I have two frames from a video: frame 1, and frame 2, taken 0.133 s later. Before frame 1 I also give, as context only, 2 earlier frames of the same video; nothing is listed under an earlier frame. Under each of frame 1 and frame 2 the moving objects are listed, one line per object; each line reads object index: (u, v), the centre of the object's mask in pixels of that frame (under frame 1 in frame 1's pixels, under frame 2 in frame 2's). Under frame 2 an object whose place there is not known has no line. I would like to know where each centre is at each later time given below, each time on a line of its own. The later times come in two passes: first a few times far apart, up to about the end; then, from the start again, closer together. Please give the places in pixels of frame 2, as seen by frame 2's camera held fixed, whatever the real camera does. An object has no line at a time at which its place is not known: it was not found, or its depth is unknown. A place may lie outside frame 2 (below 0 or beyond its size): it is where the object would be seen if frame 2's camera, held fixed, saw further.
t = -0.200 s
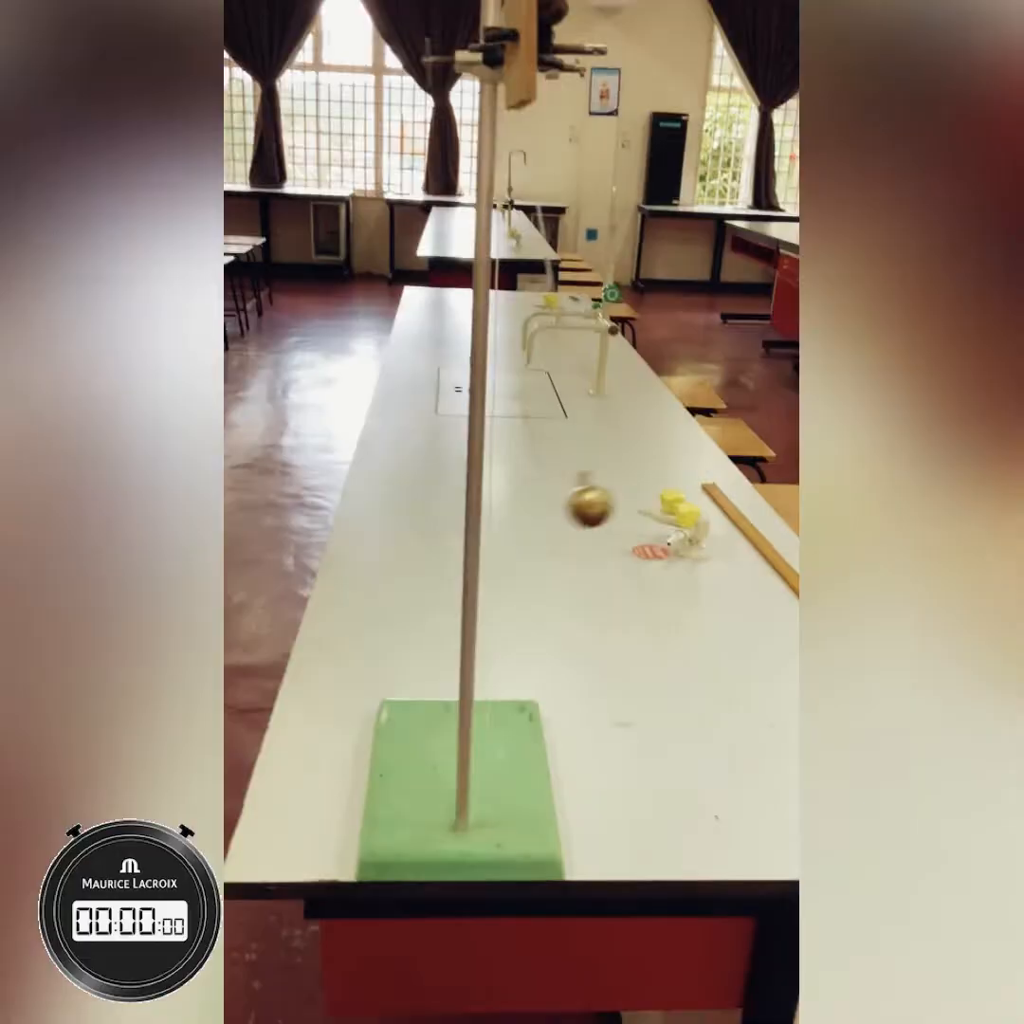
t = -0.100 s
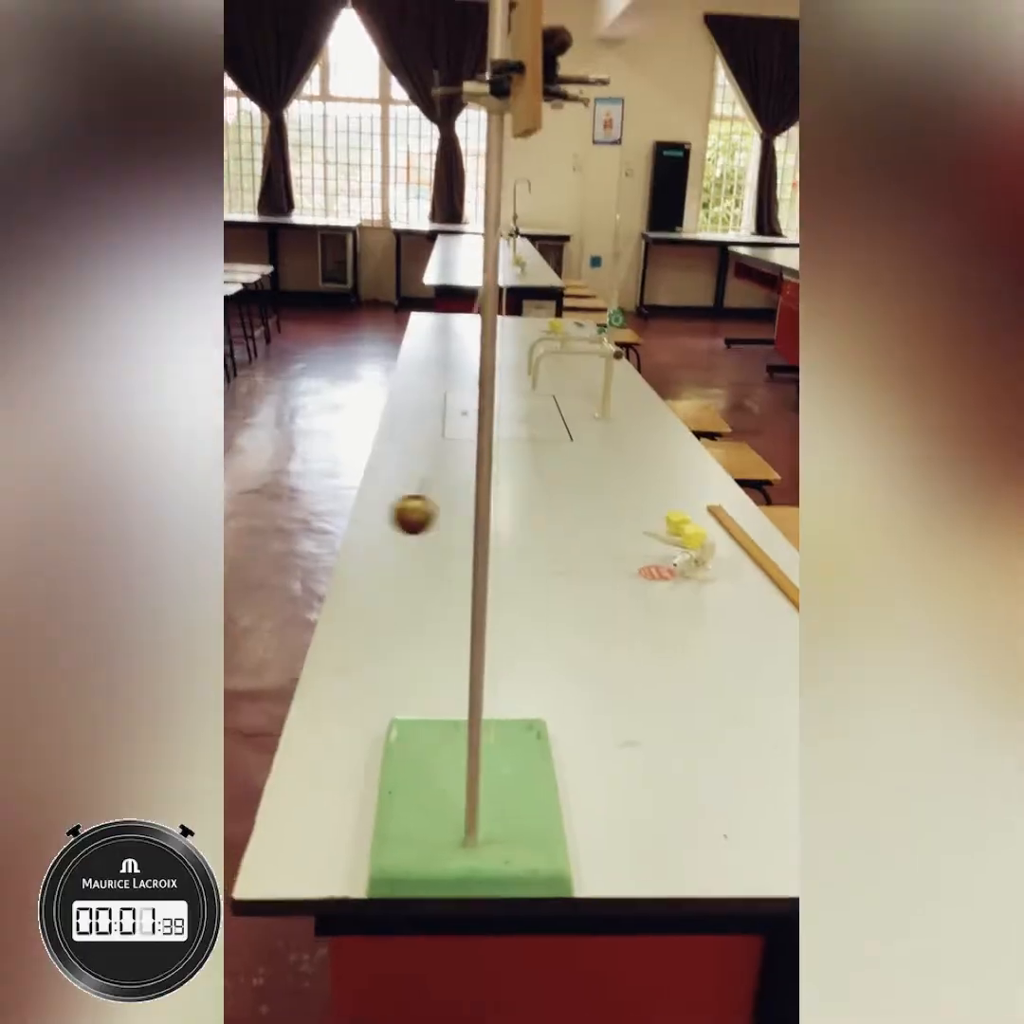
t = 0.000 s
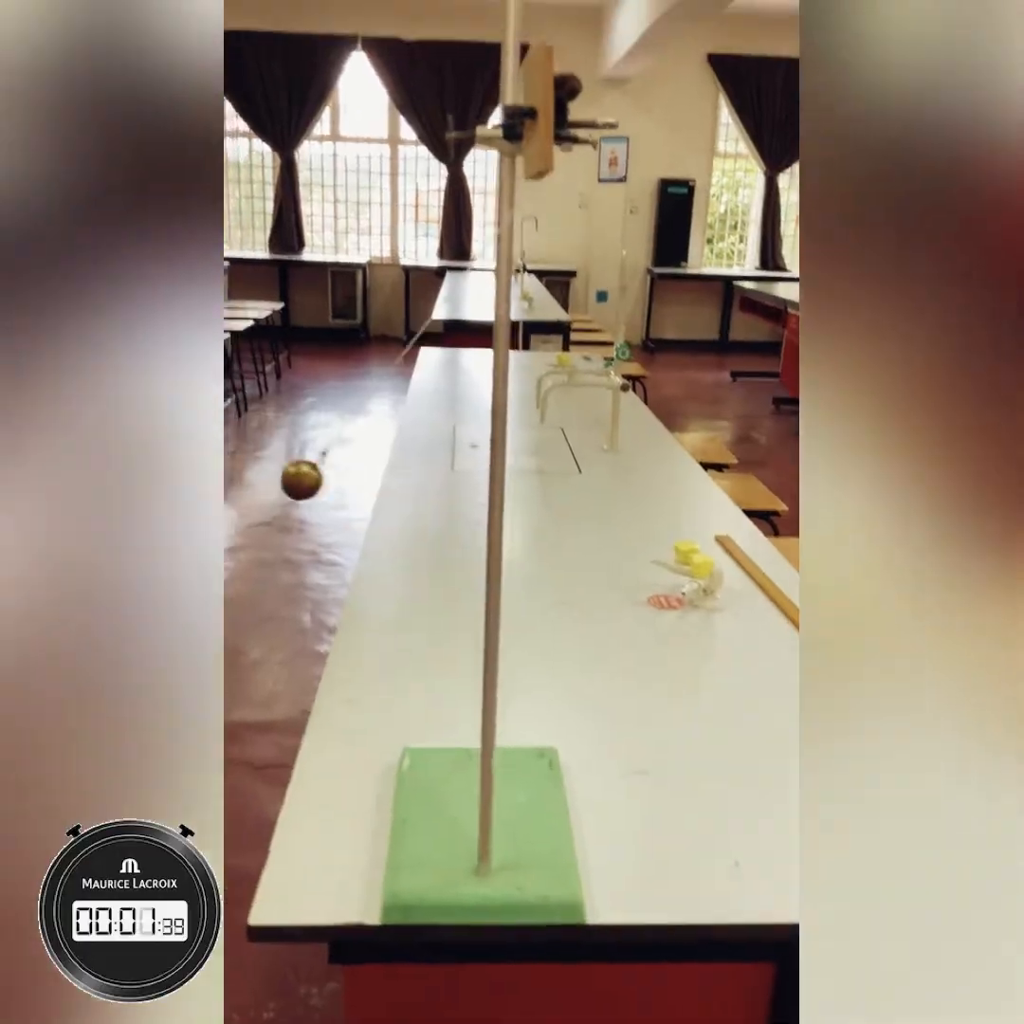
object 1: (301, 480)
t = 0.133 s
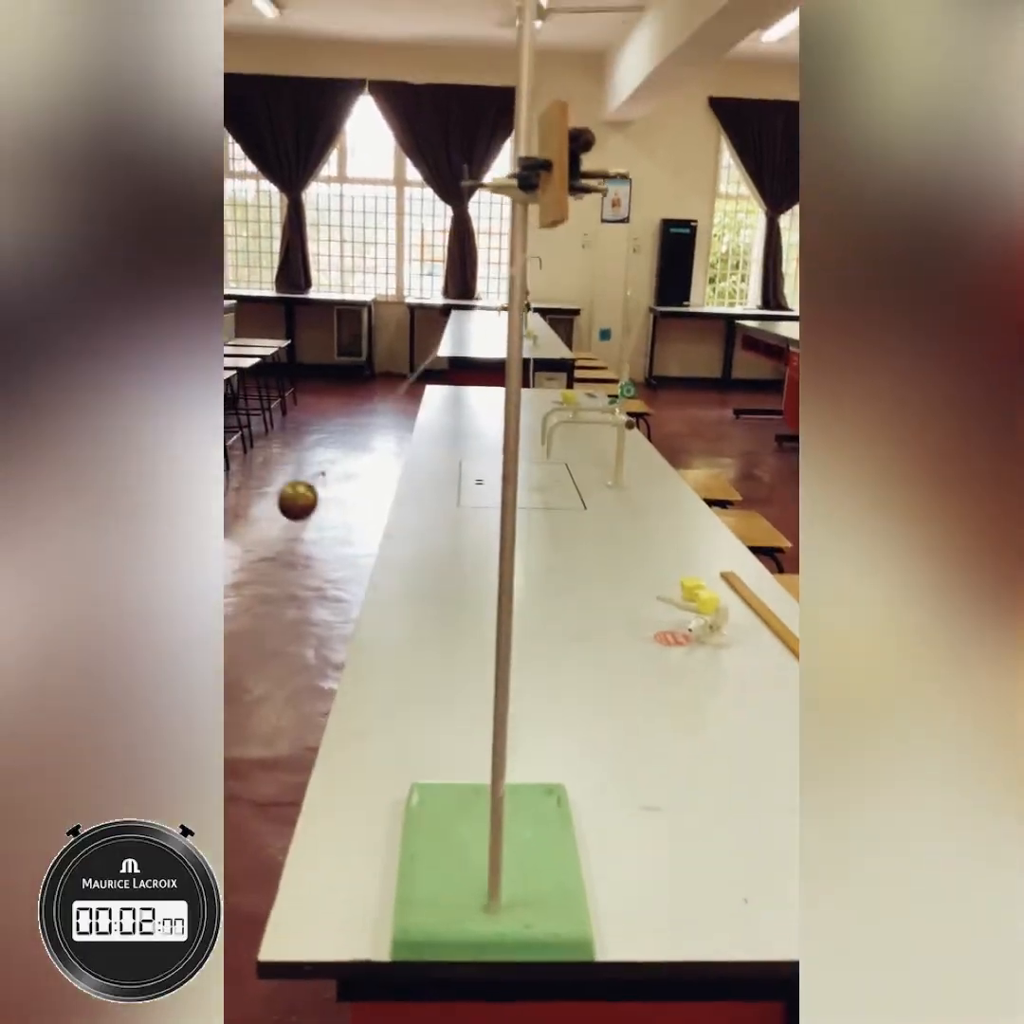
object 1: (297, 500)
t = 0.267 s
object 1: (442, 575)
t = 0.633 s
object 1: (778, 507)
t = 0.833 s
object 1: (527, 579)
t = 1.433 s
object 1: (758, 536)
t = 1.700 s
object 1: (696, 562)
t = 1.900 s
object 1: (392, 536)
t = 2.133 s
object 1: (391, 540)
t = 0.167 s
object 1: (318, 515)
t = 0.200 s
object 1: (351, 536)
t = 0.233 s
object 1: (394, 558)
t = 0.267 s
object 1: (442, 575)
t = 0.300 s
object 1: (494, 589)
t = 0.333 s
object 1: (554, 592)
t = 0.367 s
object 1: (612, 588)
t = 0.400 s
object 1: (662, 576)
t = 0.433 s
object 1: (706, 558)
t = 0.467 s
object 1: (747, 536)
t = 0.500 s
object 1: (773, 518)
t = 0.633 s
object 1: (778, 507)
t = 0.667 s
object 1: (765, 522)
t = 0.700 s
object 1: (730, 542)
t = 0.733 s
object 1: (690, 559)
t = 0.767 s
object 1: (638, 573)
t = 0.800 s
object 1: (584, 580)
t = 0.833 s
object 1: (527, 579)
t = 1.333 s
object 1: (635, 583)
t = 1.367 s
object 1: (687, 570)
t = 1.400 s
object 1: (730, 554)
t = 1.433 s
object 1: (758, 536)
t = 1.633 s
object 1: (764, 525)
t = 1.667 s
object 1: (737, 544)
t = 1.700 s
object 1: (696, 562)
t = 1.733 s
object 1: (645, 576)
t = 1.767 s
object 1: (590, 583)
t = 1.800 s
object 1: (534, 582)
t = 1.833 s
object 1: (476, 572)
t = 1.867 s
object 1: (431, 556)
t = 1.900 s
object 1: (392, 536)
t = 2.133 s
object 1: (391, 540)
